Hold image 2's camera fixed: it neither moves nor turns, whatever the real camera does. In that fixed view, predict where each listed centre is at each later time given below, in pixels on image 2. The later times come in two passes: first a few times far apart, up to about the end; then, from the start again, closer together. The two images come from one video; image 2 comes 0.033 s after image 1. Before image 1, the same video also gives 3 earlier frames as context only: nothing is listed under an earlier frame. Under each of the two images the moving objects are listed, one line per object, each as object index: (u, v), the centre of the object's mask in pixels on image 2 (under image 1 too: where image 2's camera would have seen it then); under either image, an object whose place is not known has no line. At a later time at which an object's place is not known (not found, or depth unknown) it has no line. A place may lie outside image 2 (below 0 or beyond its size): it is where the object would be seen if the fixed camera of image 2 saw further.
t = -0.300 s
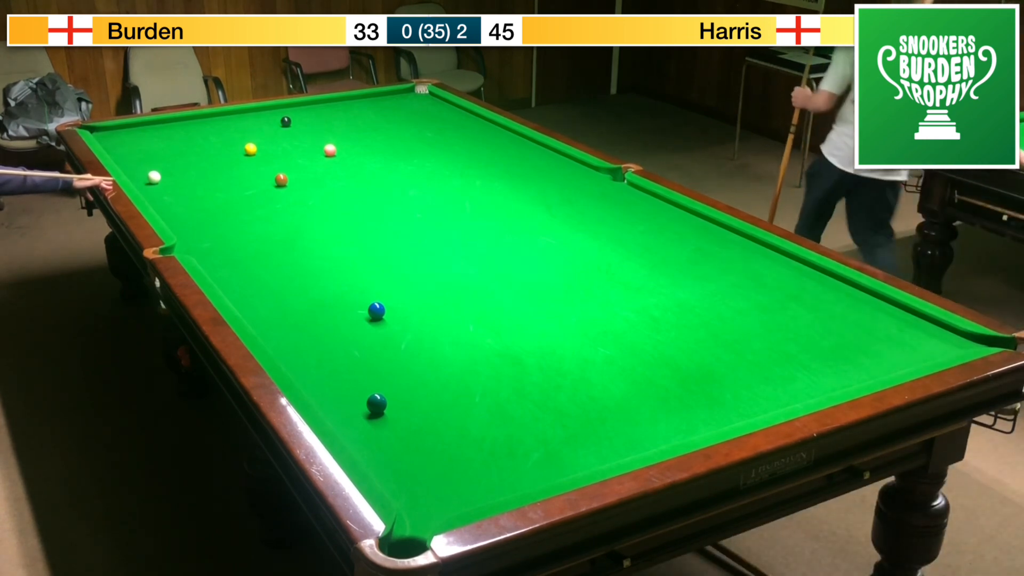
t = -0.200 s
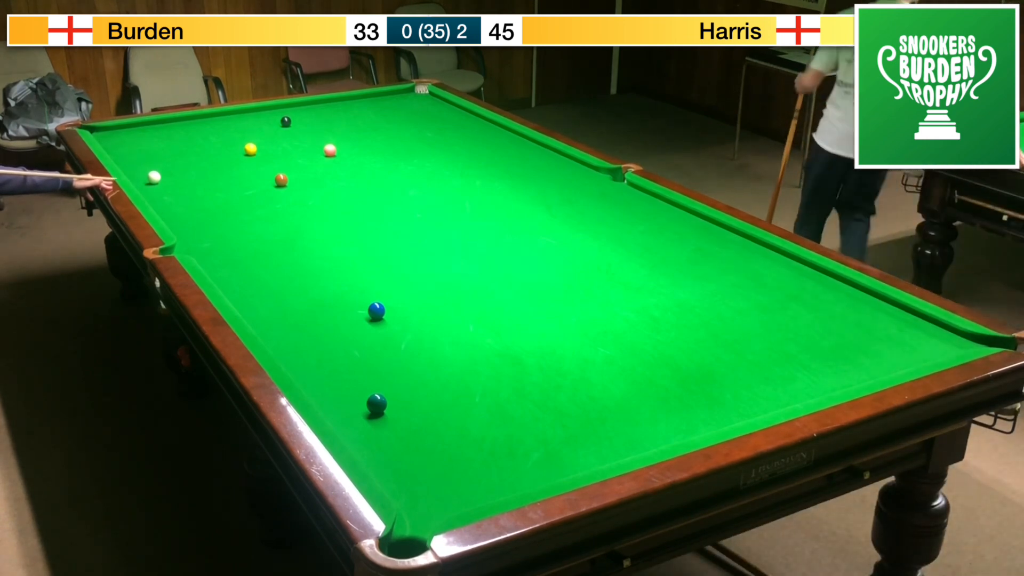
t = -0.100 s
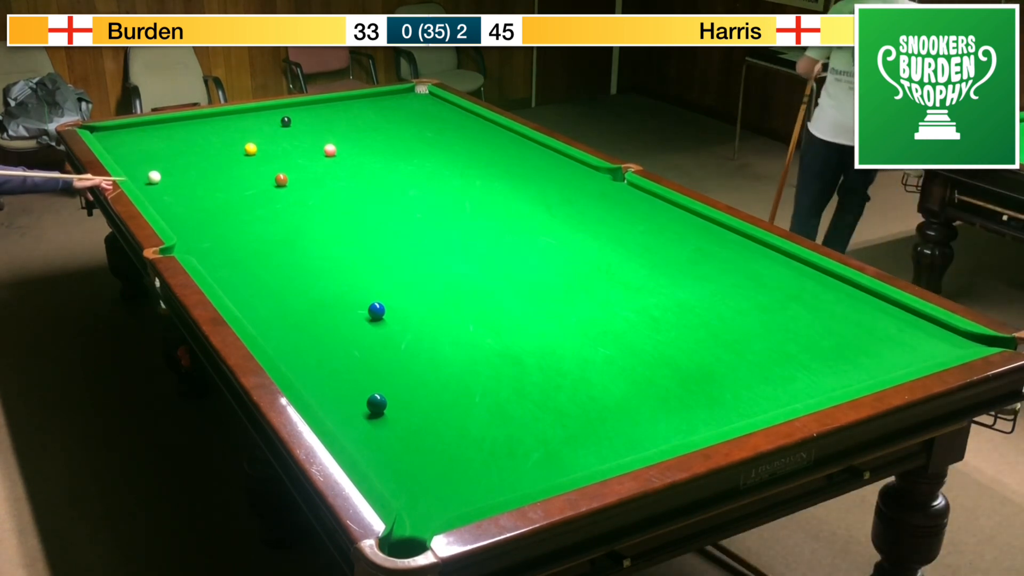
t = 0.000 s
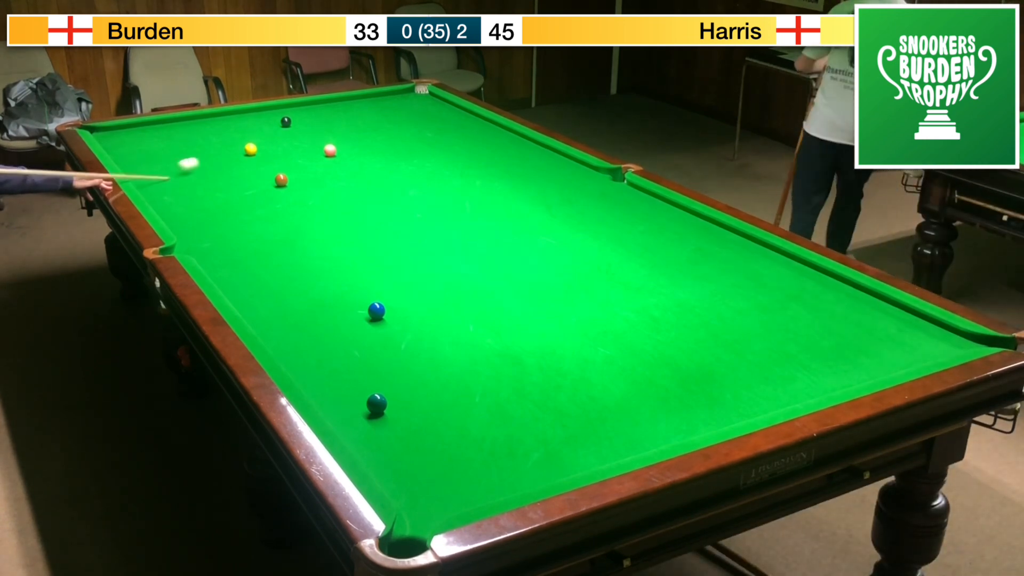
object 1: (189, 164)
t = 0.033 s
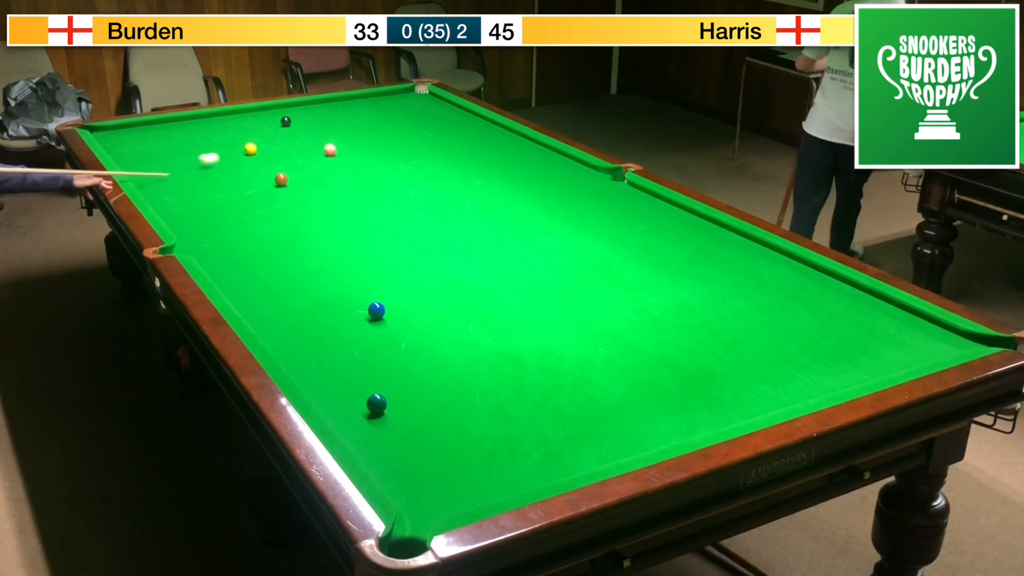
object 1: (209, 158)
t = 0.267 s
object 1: (256, 153)
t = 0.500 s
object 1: (258, 160)
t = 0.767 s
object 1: (259, 166)
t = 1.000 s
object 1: (259, 171)
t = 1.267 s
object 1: (260, 177)
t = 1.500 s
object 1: (260, 182)
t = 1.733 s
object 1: (261, 186)
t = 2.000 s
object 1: (261, 191)
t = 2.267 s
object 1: (262, 194)
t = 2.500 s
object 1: (262, 197)
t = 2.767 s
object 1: (262, 199)
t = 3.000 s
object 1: (262, 201)
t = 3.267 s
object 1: (261, 202)
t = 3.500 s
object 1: (261, 202)
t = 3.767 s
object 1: (260, 202)
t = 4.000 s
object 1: (260, 202)
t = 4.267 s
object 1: (260, 202)
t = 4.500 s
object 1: (260, 202)
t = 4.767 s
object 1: (260, 202)
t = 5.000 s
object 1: (260, 202)
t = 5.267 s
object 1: (260, 202)
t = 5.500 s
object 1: (260, 202)
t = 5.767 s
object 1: (260, 202)
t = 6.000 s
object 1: (260, 202)
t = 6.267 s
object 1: (260, 202)
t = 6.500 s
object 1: (260, 202)
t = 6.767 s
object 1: (260, 202)
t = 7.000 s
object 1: (260, 202)
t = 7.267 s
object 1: (260, 202)
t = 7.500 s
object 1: (260, 202)
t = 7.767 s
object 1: (260, 202)
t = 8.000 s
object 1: (260, 202)
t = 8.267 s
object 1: (260, 202)
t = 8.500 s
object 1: (260, 202)
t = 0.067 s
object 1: (229, 154)
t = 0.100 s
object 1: (243, 150)
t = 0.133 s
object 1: (247, 150)
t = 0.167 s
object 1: (250, 152)
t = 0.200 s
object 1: (252, 152)
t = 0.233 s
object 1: (254, 153)
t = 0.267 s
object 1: (256, 153)
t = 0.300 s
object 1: (257, 154)
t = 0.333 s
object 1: (257, 155)
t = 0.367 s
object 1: (257, 156)
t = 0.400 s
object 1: (258, 157)
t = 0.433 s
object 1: (258, 158)
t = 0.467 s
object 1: (258, 158)
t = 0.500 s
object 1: (258, 160)
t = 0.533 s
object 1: (258, 160)
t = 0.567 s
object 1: (258, 161)
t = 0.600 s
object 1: (258, 162)
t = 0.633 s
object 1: (258, 163)
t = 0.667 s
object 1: (258, 163)
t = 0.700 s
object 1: (258, 164)
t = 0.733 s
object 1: (258, 165)
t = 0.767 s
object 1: (259, 166)
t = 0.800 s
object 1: (259, 167)
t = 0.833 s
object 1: (259, 168)
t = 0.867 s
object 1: (259, 168)
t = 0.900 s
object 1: (259, 169)
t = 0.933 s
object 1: (259, 170)
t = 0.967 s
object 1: (259, 171)
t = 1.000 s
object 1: (259, 171)
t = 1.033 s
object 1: (259, 172)
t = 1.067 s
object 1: (259, 173)
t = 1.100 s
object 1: (259, 174)
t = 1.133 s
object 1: (259, 174)
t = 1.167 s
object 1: (260, 175)
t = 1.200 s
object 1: (260, 176)
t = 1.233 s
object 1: (260, 177)
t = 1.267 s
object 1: (260, 177)
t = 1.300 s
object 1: (260, 178)
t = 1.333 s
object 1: (260, 179)
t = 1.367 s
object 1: (260, 179)
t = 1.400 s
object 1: (260, 180)
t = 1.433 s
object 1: (260, 181)
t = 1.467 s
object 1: (260, 181)
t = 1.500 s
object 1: (260, 182)
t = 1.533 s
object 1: (260, 183)
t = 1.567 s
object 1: (261, 183)
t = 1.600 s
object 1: (261, 184)
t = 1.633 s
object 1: (261, 184)
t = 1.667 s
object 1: (261, 185)
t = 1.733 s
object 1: (261, 186)
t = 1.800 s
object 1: (261, 187)
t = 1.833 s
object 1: (261, 188)
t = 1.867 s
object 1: (261, 189)
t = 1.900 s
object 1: (261, 189)
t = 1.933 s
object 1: (261, 190)
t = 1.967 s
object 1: (261, 190)
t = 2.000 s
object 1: (261, 191)
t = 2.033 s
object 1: (261, 191)
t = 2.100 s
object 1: (261, 192)
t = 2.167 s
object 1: (261, 193)
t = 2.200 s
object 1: (261, 193)
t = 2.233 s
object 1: (262, 194)
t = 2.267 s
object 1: (262, 194)
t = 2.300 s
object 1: (262, 195)
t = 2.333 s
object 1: (262, 195)
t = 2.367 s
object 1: (262, 195)
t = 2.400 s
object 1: (262, 196)
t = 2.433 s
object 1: (262, 196)
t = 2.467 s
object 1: (262, 197)
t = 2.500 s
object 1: (262, 197)
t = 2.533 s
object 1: (262, 197)
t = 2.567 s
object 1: (262, 198)
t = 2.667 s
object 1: (262, 199)
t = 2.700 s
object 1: (262, 199)
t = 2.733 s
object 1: (262, 199)
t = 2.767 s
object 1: (262, 199)
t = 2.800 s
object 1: (262, 199)
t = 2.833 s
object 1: (262, 200)
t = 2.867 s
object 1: (262, 200)
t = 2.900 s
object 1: (262, 200)
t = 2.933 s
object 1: (262, 200)
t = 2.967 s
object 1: (262, 201)
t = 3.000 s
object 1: (262, 201)
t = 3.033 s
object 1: (262, 201)
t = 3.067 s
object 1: (262, 201)
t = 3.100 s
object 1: (262, 201)
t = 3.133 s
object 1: (262, 201)
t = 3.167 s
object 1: (262, 201)
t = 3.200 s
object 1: (262, 202)
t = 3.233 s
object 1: (261, 202)
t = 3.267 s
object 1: (261, 202)
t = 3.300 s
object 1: (261, 202)
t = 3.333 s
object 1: (261, 202)
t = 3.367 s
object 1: (261, 202)
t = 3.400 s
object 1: (261, 202)
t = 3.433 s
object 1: (261, 202)
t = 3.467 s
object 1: (261, 202)
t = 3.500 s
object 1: (261, 202)
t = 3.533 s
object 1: (260, 202)
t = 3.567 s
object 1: (260, 202)
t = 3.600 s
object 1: (260, 202)
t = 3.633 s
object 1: (260, 202)
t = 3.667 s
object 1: (260, 202)
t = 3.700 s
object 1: (260, 202)
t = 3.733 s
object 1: (260, 202)
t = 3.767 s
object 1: (260, 202)
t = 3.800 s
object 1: (260, 202)
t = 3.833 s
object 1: (260, 202)
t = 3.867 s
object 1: (260, 202)
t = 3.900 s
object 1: (260, 202)
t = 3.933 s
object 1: (260, 202)
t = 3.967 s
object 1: (260, 202)
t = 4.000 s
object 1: (260, 202)
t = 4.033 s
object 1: (260, 202)
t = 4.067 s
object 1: (260, 202)
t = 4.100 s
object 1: (260, 202)
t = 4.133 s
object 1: (260, 202)
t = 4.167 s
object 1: (260, 202)
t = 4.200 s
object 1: (260, 202)
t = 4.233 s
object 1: (260, 202)
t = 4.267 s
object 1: (260, 202)
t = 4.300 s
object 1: (260, 202)
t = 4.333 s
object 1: (260, 202)
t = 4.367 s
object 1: (260, 202)
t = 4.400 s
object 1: (260, 202)
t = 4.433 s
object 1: (260, 202)
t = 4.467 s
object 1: (260, 202)
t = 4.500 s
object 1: (260, 202)
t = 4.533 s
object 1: (260, 202)
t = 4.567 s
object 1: (260, 202)
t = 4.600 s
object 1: (260, 202)
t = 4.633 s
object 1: (260, 202)
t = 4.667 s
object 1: (260, 202)
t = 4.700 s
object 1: (260, 202)
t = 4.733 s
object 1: (260, 202)
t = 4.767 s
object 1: (260, 202)
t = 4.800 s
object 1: (260, 202)
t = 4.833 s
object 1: (260, 202)
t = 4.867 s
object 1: (260, 202)
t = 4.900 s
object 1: (260, 202)
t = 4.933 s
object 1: (260, 202)
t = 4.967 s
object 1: (260, 202)
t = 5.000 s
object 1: (260, 202)
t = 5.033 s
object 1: (260, 202)
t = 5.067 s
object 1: (260, 202)
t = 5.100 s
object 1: (260, 202)
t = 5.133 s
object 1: (260, 202)
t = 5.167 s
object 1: (260, 202)
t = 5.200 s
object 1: (260, 202)
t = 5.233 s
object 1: (260, 202)
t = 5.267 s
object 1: (260, 202)
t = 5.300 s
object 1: (260, 202)
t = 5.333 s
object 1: (260, 202)
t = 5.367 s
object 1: (260, 202)
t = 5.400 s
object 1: (260, 202)
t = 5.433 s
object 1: (260, 202)
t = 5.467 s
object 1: (260, 202)
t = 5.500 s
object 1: (260, 202)
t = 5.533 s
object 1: (260, 202)
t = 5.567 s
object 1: (260, 202)
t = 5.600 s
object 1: (260, 202)
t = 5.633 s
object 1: (260, 202)
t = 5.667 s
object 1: (260, 202)
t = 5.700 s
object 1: (260, 202)
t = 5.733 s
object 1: (260, 202)
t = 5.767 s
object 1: (260, 202)
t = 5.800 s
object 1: (260, 202)
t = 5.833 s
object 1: (260, 202)
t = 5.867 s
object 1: (260, 202)
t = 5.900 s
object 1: (260, 202)
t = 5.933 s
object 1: (260, 202)
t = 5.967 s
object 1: (260, 202)
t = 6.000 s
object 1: (260, 202)
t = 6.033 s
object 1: (260, 202)
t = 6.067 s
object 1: (260, 202)
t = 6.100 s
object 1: (260, 202)
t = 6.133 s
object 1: (260, 202)
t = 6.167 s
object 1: (260, 202)
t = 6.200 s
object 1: (260, 202)
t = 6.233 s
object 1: (260, 202)
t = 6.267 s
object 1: (260, 202)
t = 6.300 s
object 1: (260, 202)
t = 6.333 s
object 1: (260, 202)
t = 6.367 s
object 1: (260, 202)
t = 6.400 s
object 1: (260, 202)
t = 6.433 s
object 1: (260, 202)
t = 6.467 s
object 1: (260, 202)
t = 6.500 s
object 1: (260, 202)
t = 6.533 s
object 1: (260, 202)
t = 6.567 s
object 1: (260, 202)
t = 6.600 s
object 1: (260, 202)
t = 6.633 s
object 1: (260, 202)
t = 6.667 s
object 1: (260, 202)
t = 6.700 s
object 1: (260, 202)
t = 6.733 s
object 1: (260, 202)
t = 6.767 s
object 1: (260, 202)
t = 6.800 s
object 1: (260, 202)
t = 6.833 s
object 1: (260, 202)
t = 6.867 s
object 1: (260, 202)
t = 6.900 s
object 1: (260, 202)
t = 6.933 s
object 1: (260, 202)
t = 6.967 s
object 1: (260, 202)
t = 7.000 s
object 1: (260, 202)
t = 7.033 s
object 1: (260, 202)
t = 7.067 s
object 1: (260, 202)
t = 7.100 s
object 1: (260, 202)
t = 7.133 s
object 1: (260, 202)
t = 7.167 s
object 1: (260, 202)
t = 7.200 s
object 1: (260, 202)
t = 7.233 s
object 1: (260, 202)
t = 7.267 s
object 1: (260, 202)
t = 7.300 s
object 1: (260, 202)
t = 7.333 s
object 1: (260, 202)
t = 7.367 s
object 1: (260, 202)
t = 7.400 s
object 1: (260, 202)
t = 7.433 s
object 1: (260, 202)
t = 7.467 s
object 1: (260, 202)
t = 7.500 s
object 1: (260, 202)
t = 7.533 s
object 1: (260, 202)
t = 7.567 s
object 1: (260, 202)
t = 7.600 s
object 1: (260, 202)
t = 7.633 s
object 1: (260, 202)
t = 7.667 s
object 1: (260, 202)
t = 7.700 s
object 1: (260, 202)
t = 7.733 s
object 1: (260, 202)
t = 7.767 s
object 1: (260, 202)
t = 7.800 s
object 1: (260, 202)
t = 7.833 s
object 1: (260, 202)
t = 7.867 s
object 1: (260, 202)
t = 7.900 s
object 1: (260, 202)
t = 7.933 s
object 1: (260, 202)
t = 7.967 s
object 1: (260, 202)
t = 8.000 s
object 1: (260, 202)
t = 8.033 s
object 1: (260, 202)
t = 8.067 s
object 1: (260, 202)
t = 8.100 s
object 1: (260, 202)
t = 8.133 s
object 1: (260, 202)
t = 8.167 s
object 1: (260, 202)
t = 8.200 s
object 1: (260, 202)
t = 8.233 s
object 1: (260, 202)
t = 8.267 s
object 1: (260, 202)
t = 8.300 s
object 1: (260, 202)
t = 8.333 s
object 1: (260, 202)
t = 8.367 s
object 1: (260, 202)
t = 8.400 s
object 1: (260, 202)
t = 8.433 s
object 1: (260, 202)
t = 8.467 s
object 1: (260, 202)
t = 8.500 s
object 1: (260, 202)
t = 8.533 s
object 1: (260, 202)
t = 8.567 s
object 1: (260, 202)
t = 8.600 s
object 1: (260, 202)
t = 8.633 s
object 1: (260, 202)
